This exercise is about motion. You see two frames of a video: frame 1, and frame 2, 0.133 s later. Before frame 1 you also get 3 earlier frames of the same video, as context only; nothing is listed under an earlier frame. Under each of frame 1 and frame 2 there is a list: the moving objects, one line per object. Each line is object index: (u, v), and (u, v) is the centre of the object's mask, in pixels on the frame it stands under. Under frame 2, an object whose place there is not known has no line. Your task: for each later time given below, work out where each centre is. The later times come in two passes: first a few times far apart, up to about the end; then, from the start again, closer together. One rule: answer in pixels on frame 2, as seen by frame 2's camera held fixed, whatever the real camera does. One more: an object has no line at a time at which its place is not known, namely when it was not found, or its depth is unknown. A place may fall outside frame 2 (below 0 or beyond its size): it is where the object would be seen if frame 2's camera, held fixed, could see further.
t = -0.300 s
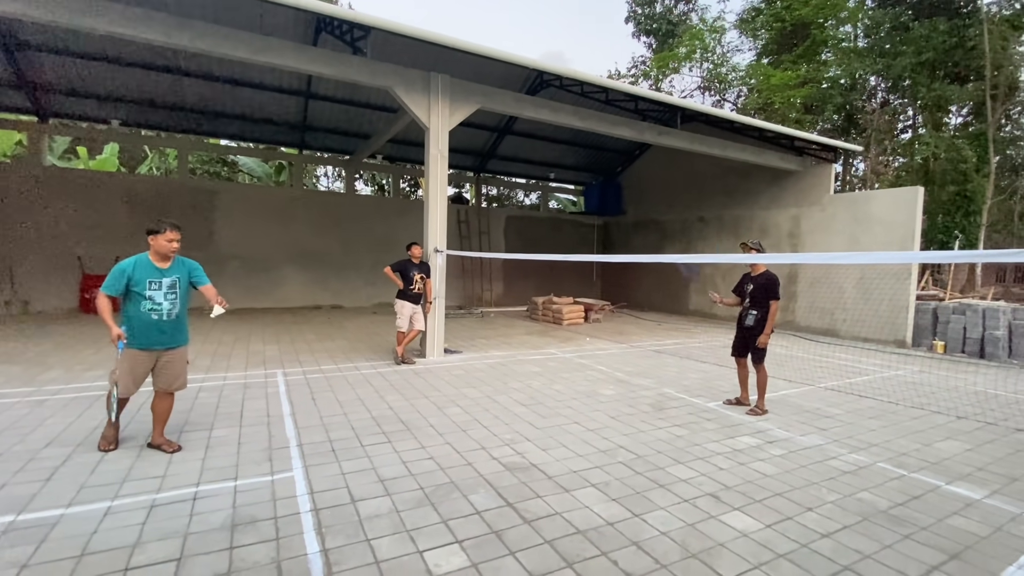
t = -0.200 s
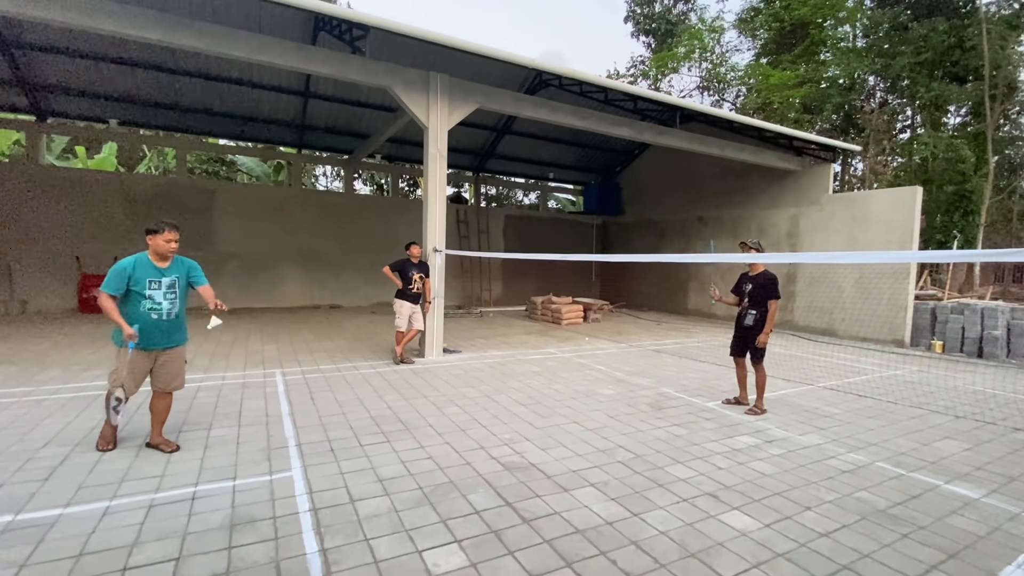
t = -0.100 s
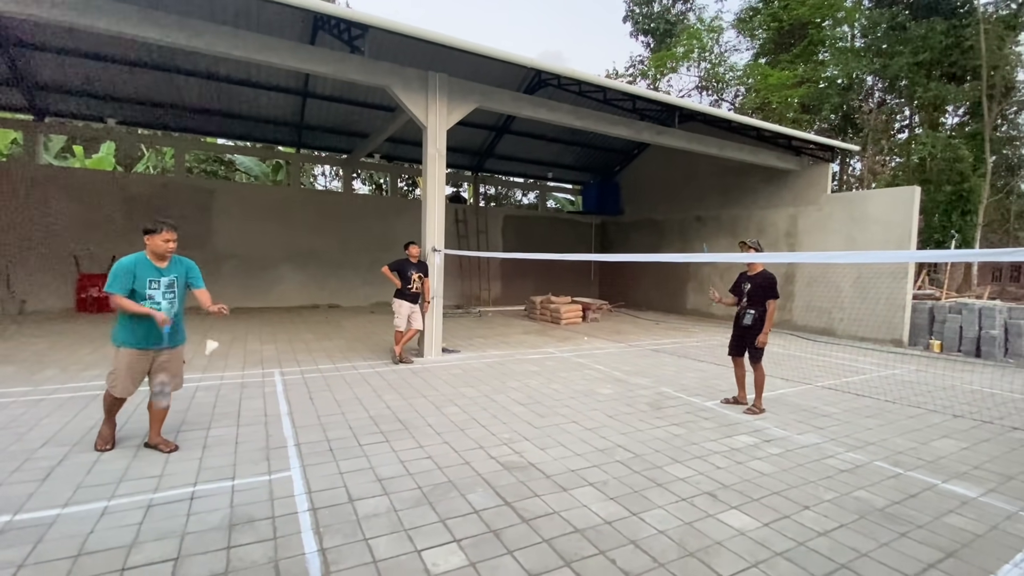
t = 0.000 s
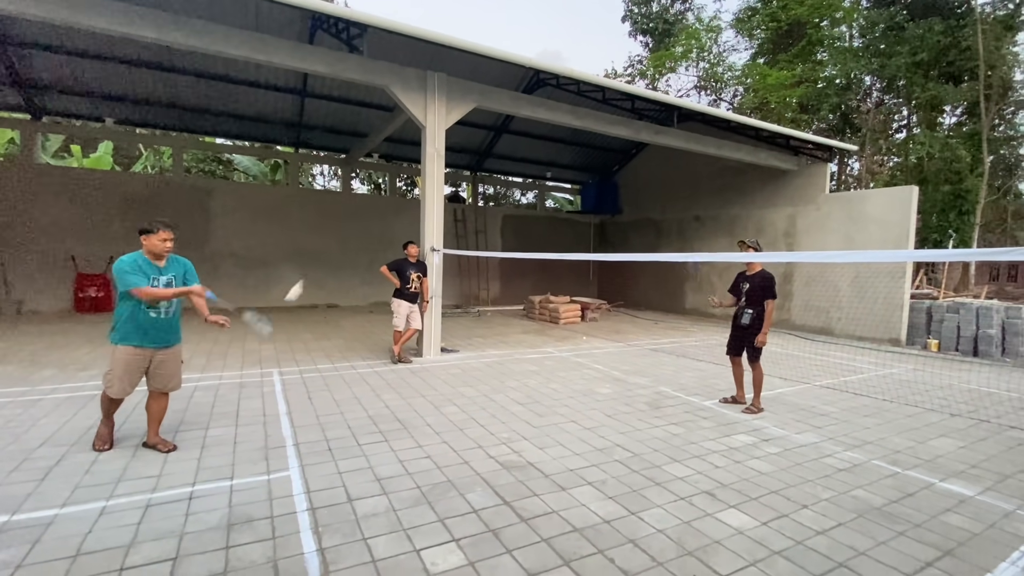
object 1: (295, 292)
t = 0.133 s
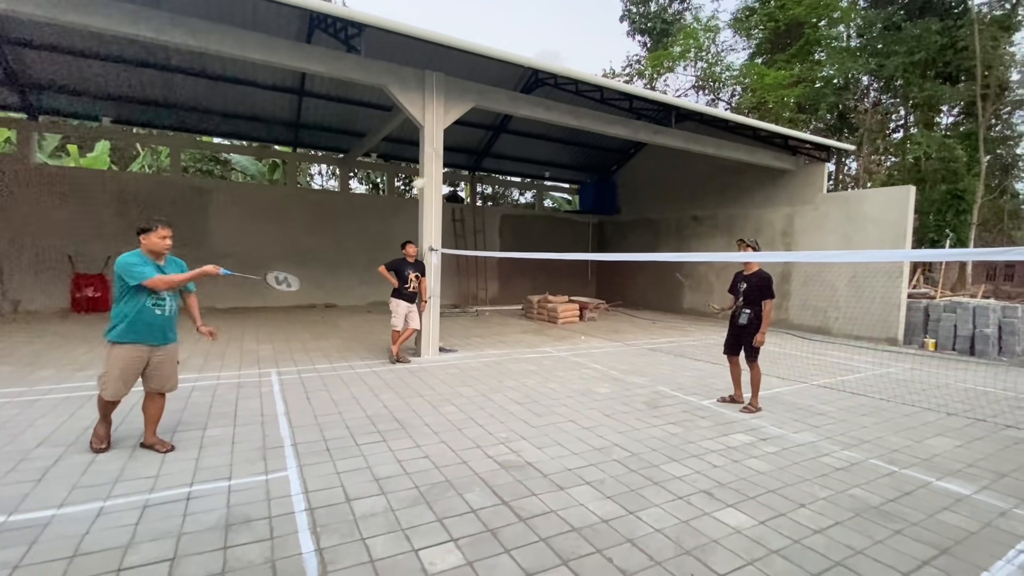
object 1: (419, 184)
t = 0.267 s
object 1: (506, 130)
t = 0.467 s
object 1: (598, 107)
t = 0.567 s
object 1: (634, 114)
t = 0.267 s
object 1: (506, 130)
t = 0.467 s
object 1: (598, 107)
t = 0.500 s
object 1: (610, 108)
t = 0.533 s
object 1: (622, 110)
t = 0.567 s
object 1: (634, 114)
